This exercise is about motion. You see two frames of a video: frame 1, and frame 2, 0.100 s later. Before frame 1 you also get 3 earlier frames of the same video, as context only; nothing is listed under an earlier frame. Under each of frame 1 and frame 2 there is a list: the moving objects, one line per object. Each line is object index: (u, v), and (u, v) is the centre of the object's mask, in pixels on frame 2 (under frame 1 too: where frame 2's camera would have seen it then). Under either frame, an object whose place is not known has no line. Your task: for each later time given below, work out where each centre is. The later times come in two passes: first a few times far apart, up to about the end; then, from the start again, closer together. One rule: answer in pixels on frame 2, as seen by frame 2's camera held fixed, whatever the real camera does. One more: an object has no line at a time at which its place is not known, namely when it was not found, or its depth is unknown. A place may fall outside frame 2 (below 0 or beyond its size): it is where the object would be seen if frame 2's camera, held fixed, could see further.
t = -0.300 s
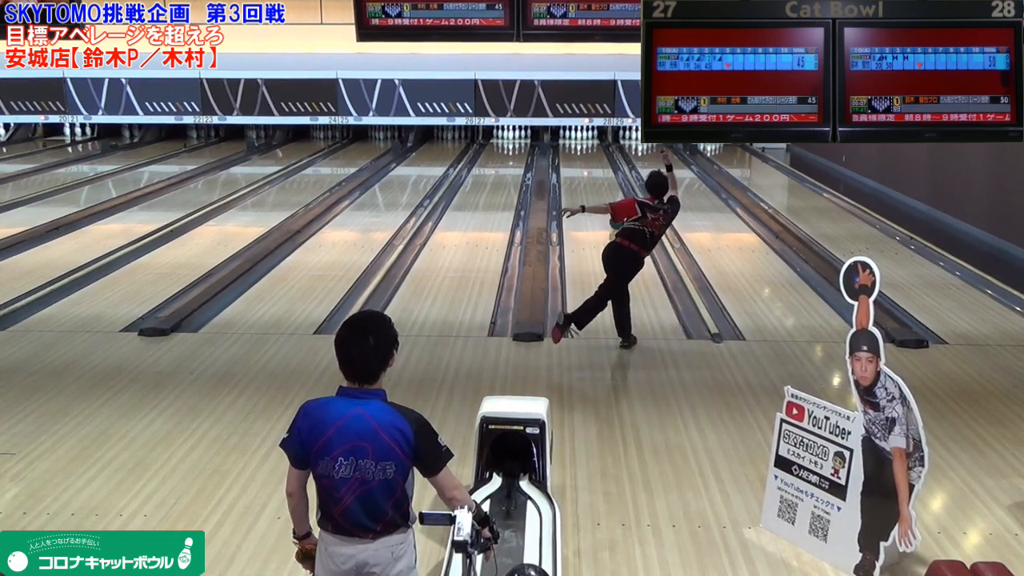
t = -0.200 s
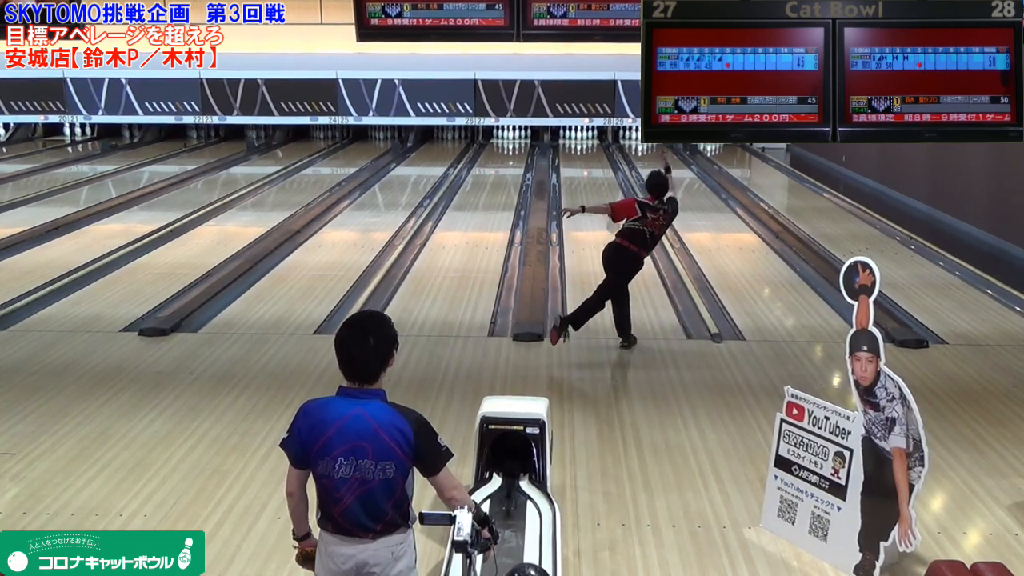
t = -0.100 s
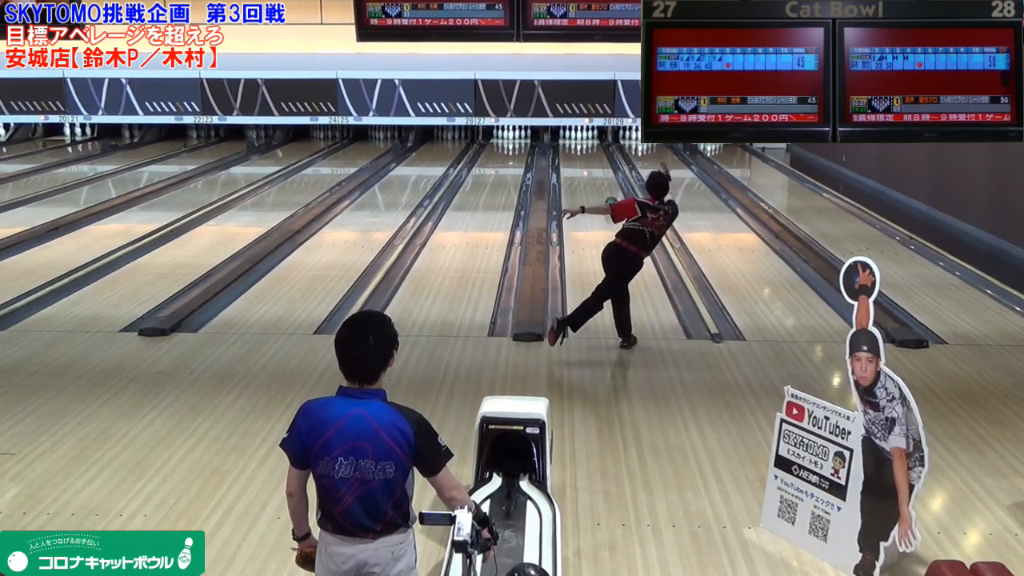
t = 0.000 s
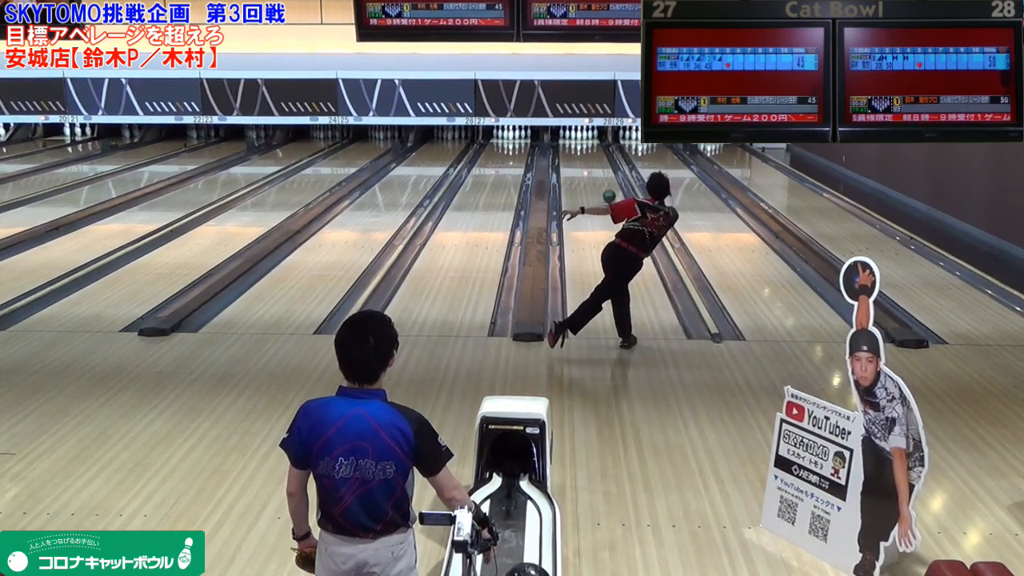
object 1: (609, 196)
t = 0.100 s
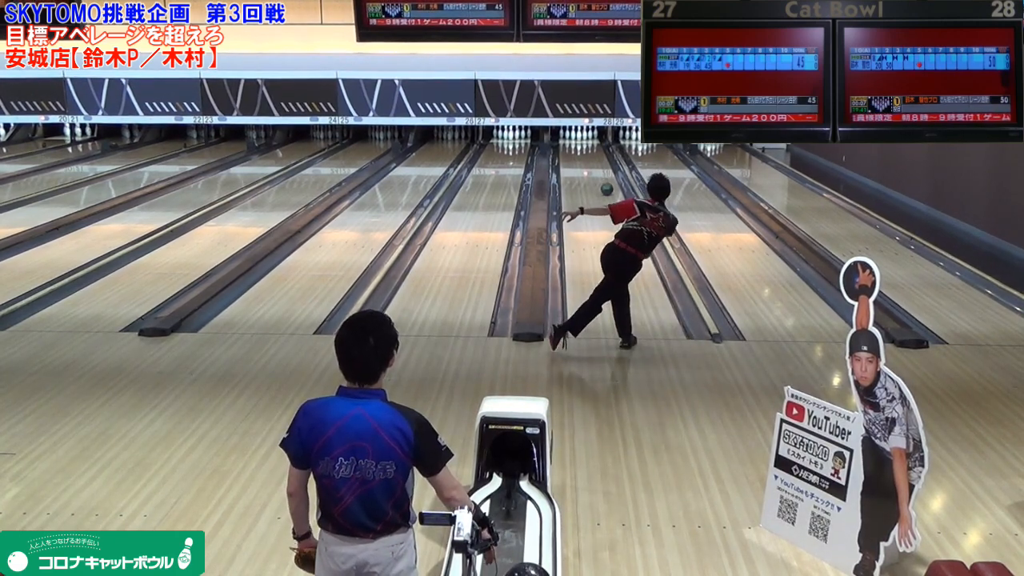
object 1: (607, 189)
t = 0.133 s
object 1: (606, 186)
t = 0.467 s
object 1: (599, 168)
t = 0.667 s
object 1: (596, 160)
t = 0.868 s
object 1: (592, 152)
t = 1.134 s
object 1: (587, 143)
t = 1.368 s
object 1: (582, 138)
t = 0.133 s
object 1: (606, 186)
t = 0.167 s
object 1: (605, 185)
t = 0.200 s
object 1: (605, 182)
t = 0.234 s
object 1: (604, 180)
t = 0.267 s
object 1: (603, 178)
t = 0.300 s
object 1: (602, 177)
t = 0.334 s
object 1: (602, 175)
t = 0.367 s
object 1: (601, 173)
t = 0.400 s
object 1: (600, 172)
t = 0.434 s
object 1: (600, 170)
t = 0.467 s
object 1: (599, 168)
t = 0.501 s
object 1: (599, 167)
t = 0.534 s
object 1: (598, 165)
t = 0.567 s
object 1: (597, 164)
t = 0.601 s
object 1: (597, 163)
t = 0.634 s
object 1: (596, 161)
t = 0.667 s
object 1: (596, 160)
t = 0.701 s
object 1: (595, 158)
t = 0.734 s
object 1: (594, 157)
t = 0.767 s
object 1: (594, 156)
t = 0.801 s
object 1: (593, 154)
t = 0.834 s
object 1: (593, 153)
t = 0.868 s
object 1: (592, 152)
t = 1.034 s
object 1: (589, 147)
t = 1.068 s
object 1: (588, 146)
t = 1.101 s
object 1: (587, 144)
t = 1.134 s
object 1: (587, 143)
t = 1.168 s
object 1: (586, 143)
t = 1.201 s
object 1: (585, 142)
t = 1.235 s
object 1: (585, 141)
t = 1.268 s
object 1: (584, 140)
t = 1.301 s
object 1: (584, 139)
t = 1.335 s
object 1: (582, 139)
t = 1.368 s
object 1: (582, 138)
